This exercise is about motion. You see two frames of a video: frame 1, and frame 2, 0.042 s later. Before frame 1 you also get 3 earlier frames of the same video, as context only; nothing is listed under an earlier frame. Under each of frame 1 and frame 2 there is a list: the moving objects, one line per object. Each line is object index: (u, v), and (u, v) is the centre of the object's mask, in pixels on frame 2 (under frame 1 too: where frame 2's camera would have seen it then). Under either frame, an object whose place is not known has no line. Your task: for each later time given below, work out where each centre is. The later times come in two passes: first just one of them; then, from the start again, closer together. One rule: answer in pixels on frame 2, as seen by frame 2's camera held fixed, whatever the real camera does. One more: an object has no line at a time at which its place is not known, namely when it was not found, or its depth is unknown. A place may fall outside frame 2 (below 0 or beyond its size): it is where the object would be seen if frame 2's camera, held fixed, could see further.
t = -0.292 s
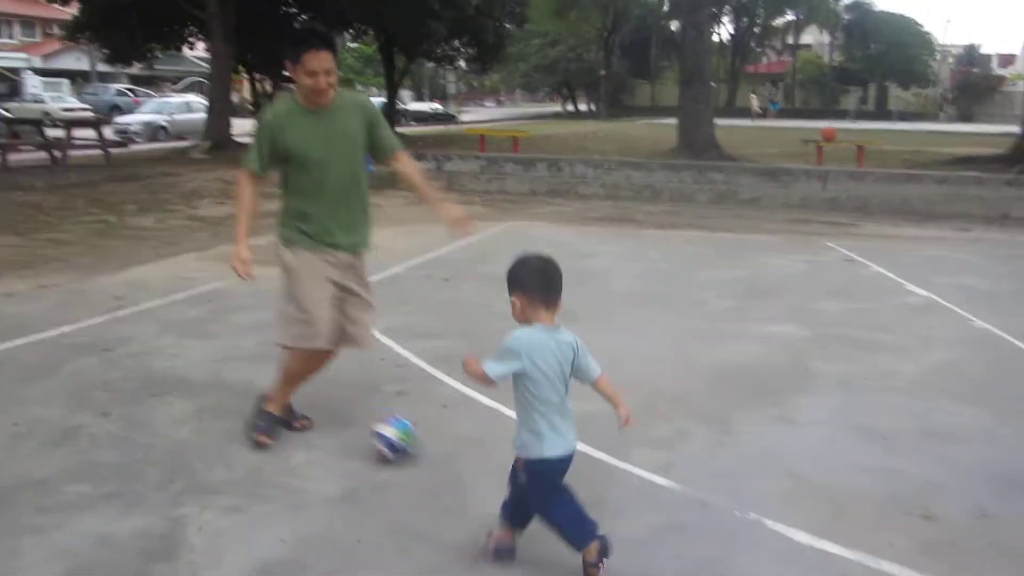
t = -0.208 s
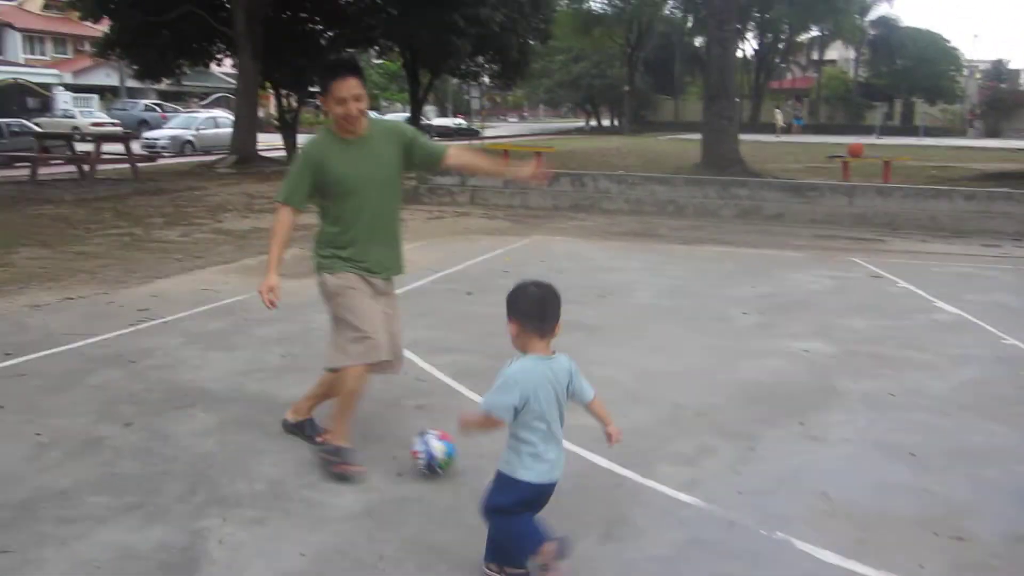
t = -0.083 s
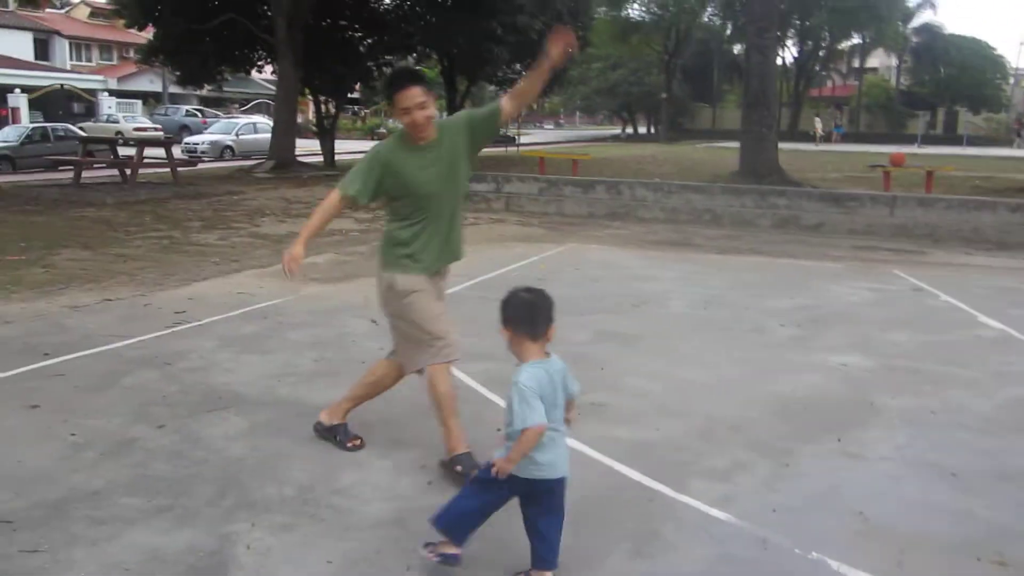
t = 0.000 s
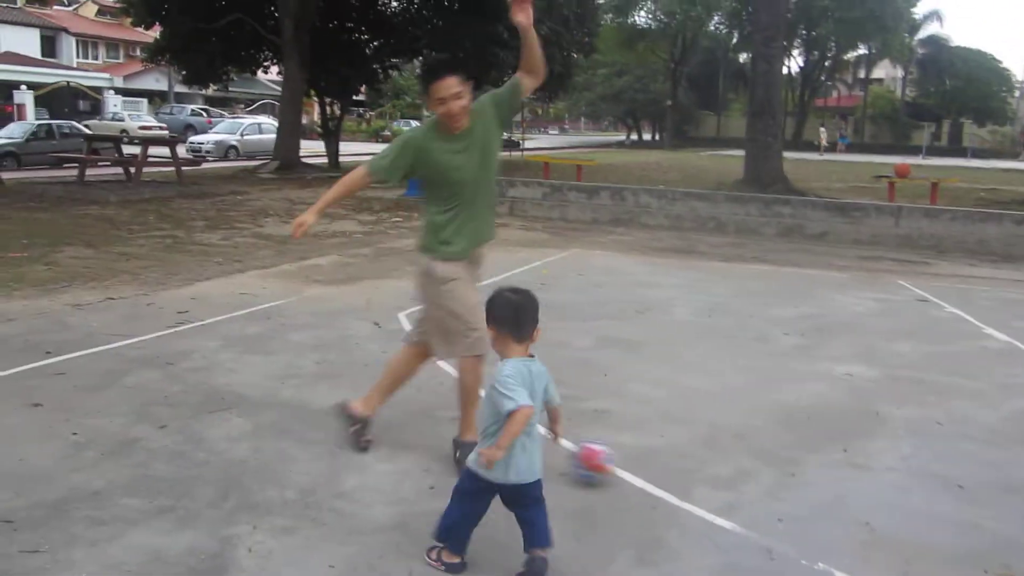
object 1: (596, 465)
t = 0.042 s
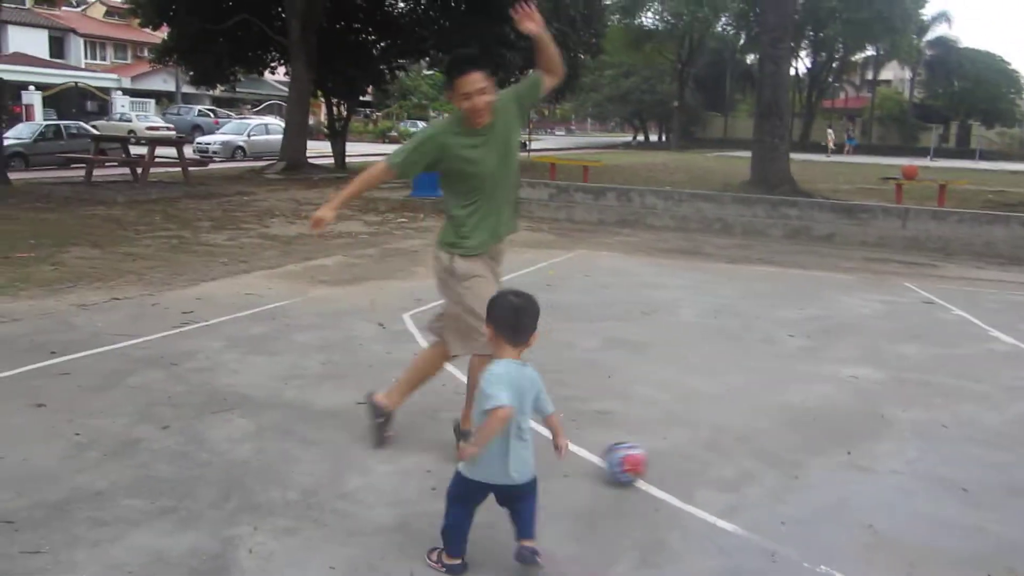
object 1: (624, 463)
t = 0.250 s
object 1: (738, 455)
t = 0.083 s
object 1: (651, 460)
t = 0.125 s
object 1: (676, 458)
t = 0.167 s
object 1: (699, 459)
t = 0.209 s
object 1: (719, 456)
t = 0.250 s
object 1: (738, 455)
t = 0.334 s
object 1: (775, 453)
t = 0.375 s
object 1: (792, 454)
